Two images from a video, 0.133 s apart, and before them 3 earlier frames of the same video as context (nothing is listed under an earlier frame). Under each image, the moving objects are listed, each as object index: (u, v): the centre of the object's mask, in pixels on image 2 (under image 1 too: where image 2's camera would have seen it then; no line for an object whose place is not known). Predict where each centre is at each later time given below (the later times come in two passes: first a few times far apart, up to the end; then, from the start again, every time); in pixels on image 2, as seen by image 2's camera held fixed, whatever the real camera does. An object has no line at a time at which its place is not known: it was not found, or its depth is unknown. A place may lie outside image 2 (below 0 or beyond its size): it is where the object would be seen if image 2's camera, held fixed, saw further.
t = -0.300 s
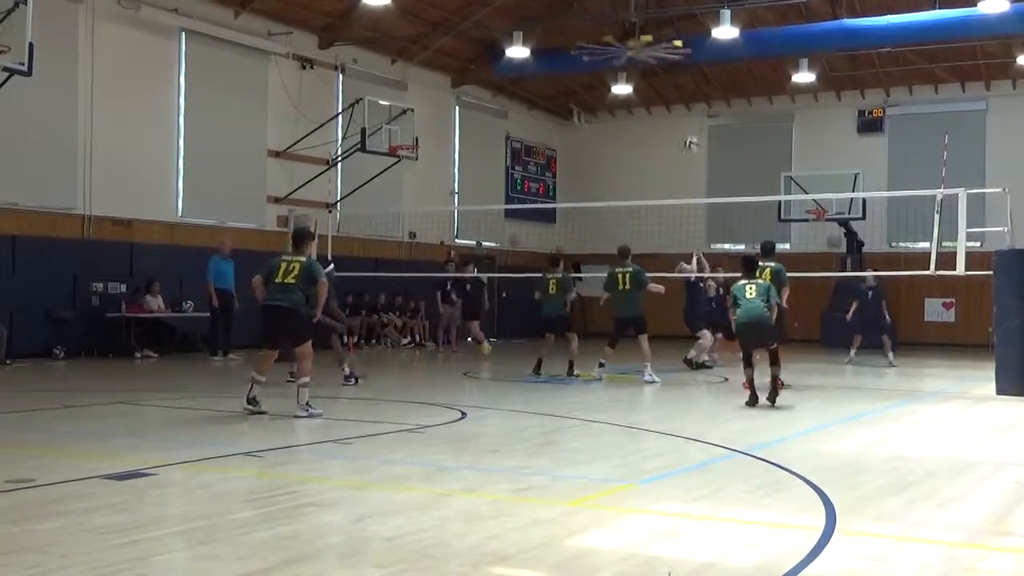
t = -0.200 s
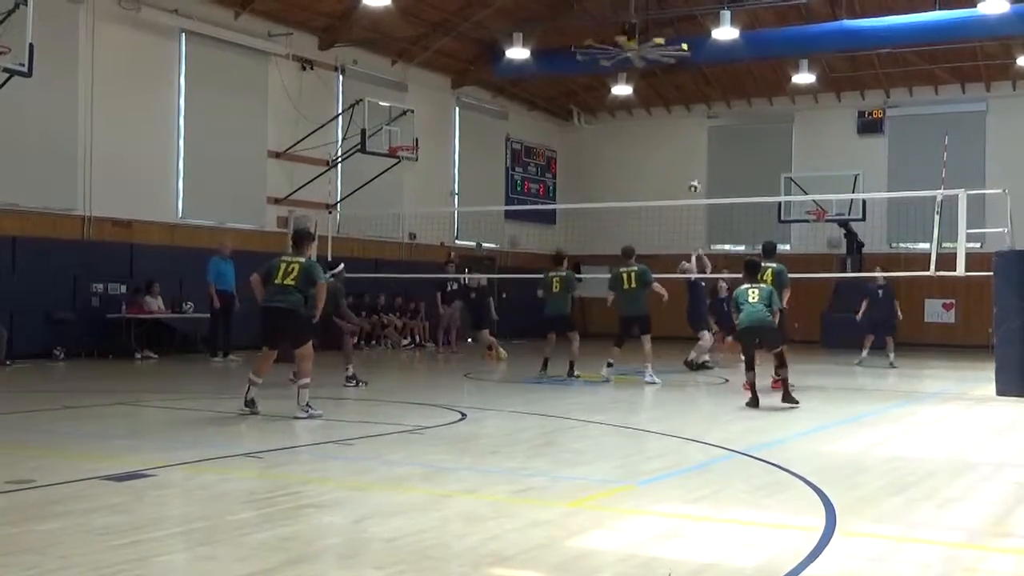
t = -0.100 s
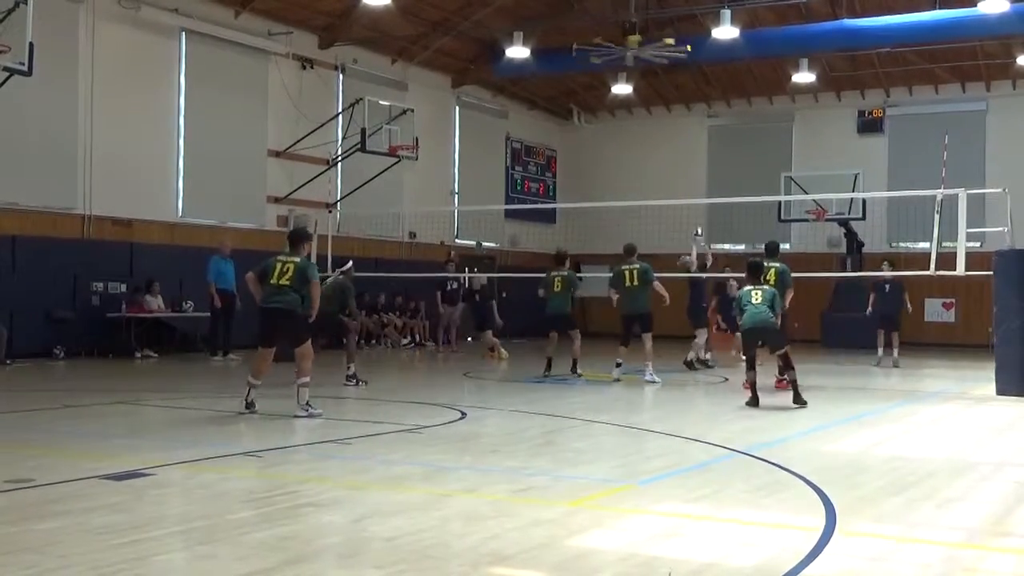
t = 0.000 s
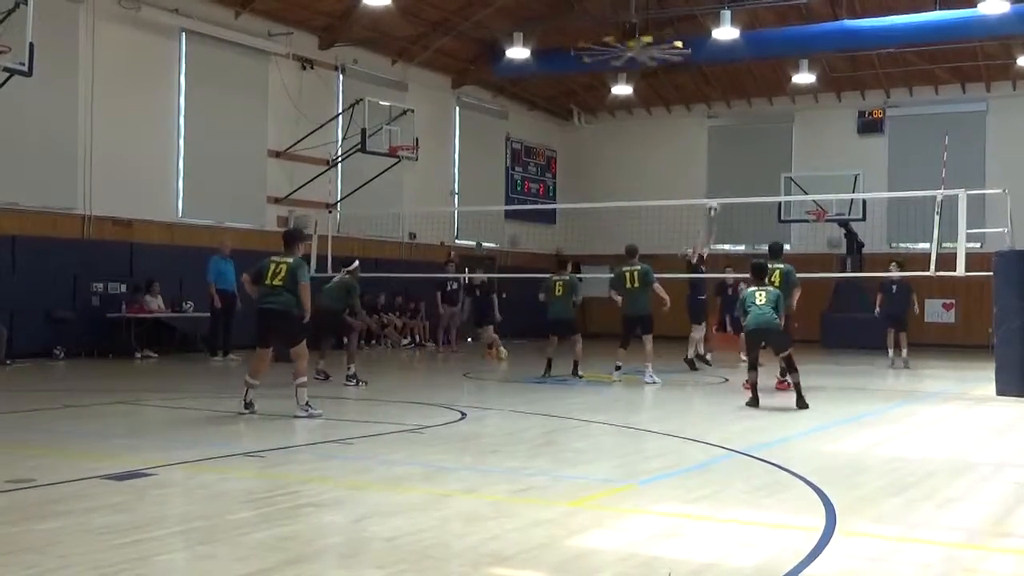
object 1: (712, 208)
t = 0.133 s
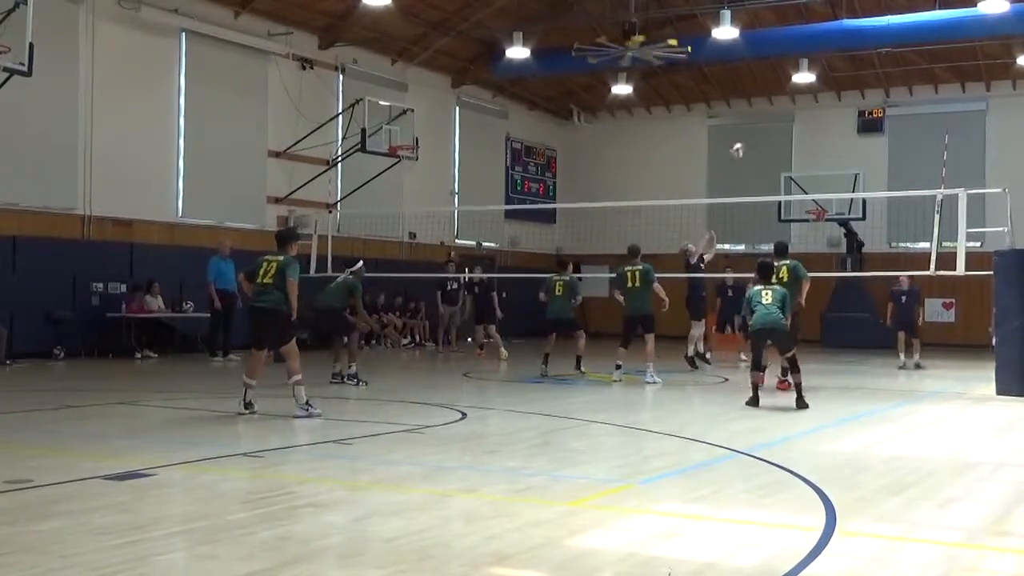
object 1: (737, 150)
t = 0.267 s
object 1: (762, 103)
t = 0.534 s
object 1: (811, 45)
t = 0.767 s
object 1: (855, 30)
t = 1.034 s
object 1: (905, 61)
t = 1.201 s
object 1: (938, 106)
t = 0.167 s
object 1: (744, 138)
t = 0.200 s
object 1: (750, 126)
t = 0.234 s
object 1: (756, 114)
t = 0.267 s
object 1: (762, 103)
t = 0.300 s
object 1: (768, 94)
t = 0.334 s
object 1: (773, 85)
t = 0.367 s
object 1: (780, 76)
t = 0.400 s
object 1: (786, 69)
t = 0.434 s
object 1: (792, 62)
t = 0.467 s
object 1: (798, 56)
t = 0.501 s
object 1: (805, 50)
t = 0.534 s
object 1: (811, 45)
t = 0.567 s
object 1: (817, 40)
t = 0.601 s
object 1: (823, 37)
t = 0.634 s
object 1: (829, 34)
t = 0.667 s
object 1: (835, 31)
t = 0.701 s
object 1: (842, 30)
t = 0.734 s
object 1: (848, 30)
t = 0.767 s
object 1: (855, 30)
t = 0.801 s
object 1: (861, 31)
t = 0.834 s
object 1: (867, 33)
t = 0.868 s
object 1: (873, 36)
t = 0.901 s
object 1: (880, 39)
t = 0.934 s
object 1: (886, 44)
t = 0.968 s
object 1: (892, 48)
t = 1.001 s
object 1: (899, 54)
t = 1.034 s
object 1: (905, 61)
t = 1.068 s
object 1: (912, 69)
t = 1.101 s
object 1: (919, 77)
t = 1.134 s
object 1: (925, 86)
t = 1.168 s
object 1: (931, 96)
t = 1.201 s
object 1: (938, 106)
